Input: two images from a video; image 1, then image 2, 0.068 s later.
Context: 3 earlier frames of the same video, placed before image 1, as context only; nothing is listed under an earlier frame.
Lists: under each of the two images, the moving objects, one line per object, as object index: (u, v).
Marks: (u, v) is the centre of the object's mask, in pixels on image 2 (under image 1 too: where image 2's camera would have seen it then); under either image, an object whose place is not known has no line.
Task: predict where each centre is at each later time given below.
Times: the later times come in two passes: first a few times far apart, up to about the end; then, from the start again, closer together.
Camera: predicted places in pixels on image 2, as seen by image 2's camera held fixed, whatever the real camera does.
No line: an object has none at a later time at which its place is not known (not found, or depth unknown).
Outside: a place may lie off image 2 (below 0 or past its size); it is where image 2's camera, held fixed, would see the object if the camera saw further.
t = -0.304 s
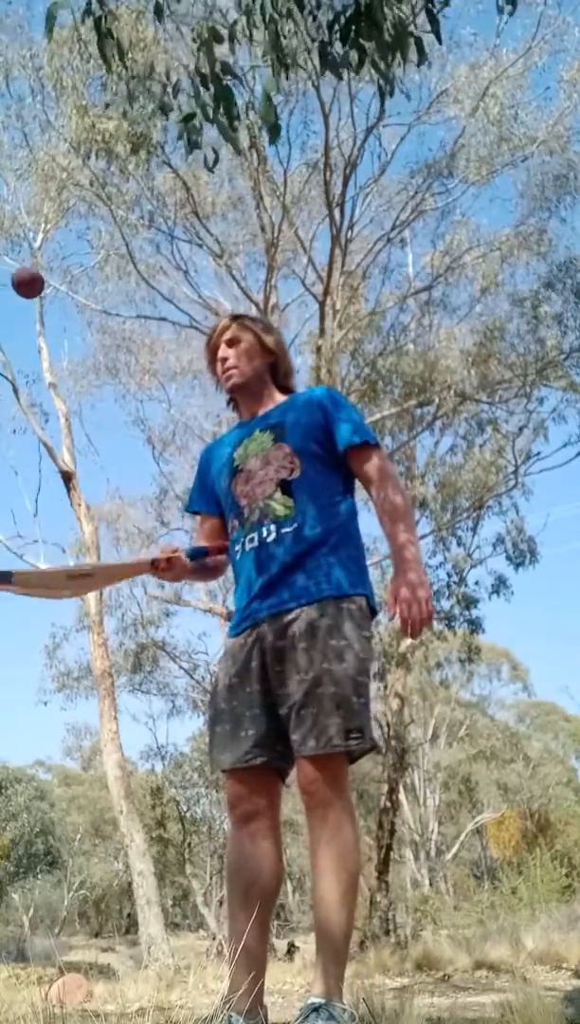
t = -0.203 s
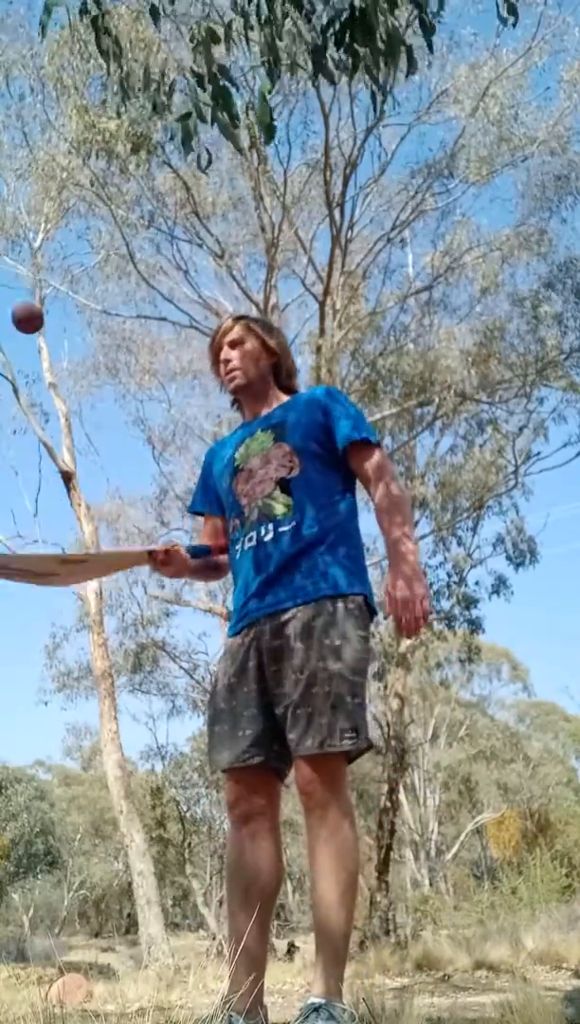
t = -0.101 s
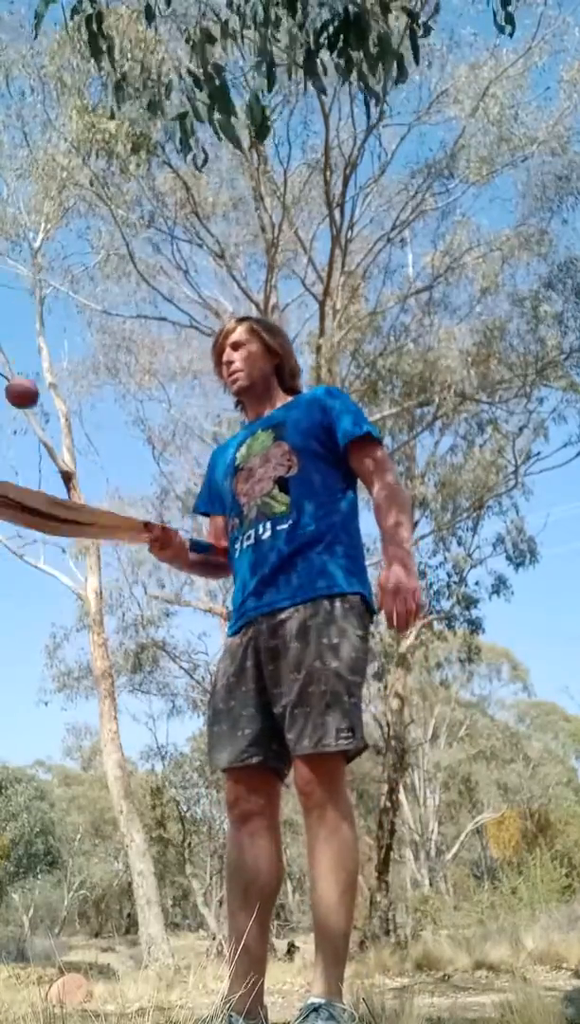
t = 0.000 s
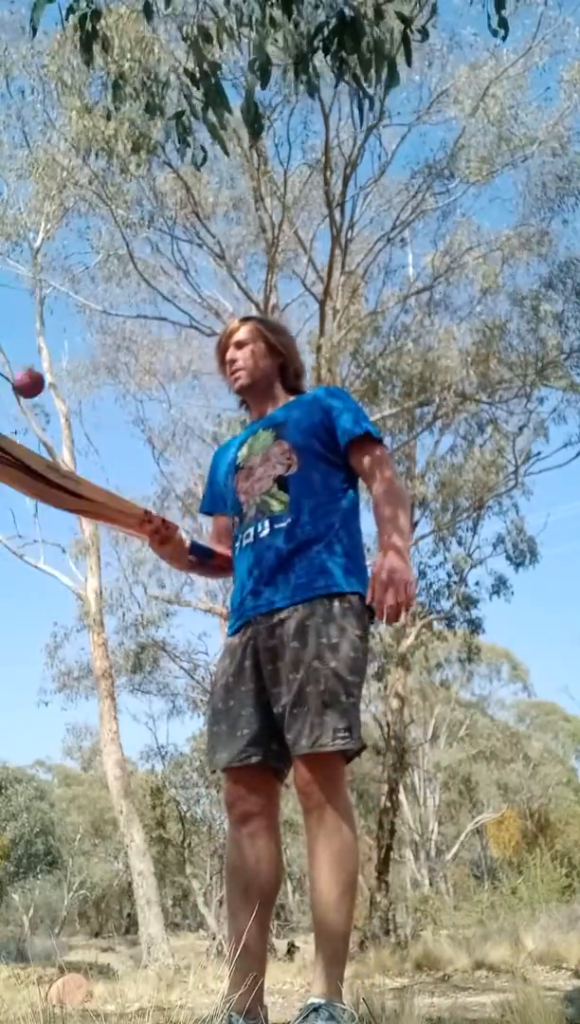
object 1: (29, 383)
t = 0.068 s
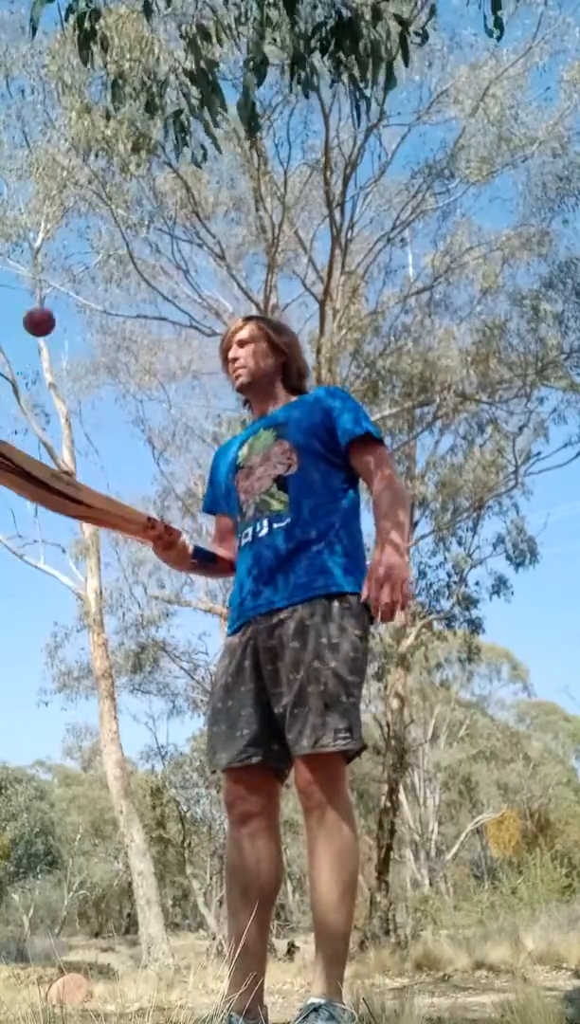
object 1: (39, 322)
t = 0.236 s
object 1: (55, 251)
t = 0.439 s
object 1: (58, 293)
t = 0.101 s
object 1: (43, 299)
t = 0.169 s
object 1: (50, 267)
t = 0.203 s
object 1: (52, 257)
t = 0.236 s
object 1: (55, 251)
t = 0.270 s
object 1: (56, 249)
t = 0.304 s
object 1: (57, 250)
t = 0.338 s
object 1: (58, 255)
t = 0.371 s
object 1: (58, 264)
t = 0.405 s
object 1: (58, 277)
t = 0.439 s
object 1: (58, 293)
